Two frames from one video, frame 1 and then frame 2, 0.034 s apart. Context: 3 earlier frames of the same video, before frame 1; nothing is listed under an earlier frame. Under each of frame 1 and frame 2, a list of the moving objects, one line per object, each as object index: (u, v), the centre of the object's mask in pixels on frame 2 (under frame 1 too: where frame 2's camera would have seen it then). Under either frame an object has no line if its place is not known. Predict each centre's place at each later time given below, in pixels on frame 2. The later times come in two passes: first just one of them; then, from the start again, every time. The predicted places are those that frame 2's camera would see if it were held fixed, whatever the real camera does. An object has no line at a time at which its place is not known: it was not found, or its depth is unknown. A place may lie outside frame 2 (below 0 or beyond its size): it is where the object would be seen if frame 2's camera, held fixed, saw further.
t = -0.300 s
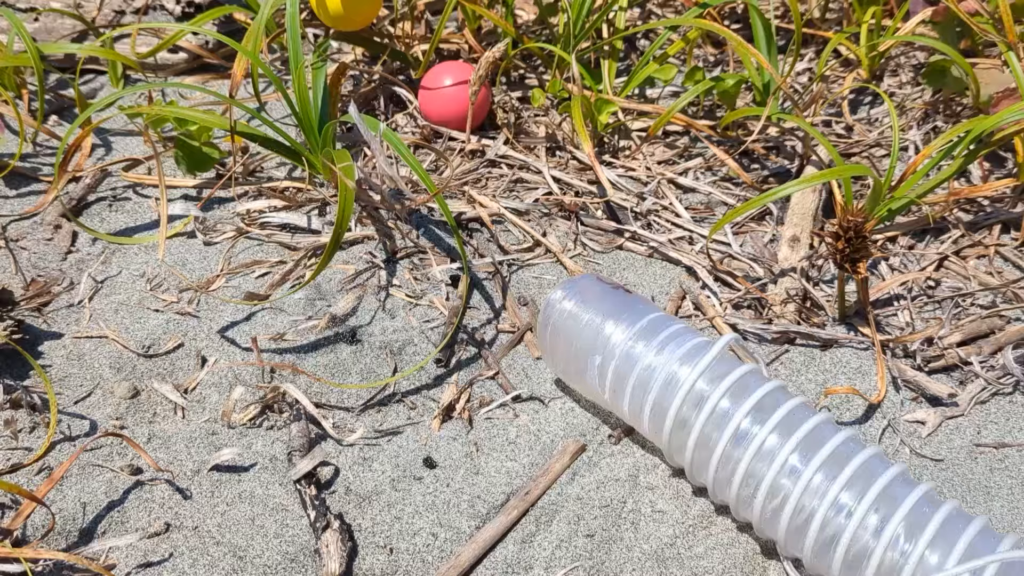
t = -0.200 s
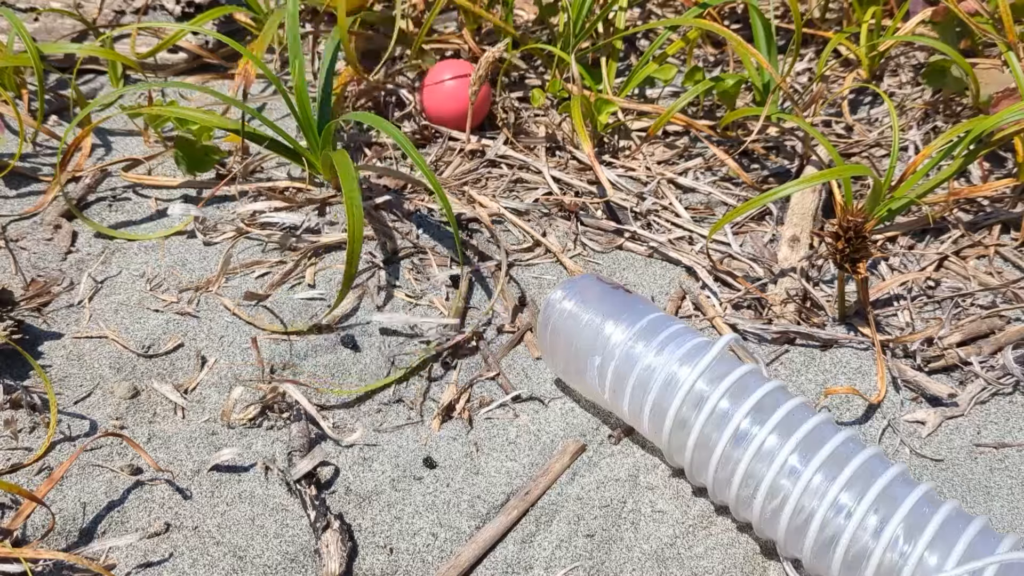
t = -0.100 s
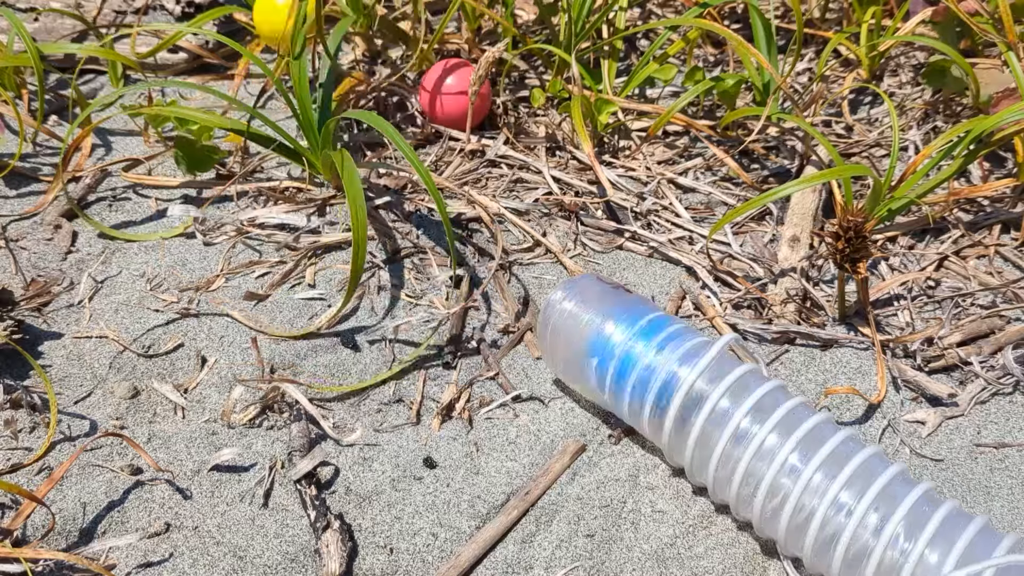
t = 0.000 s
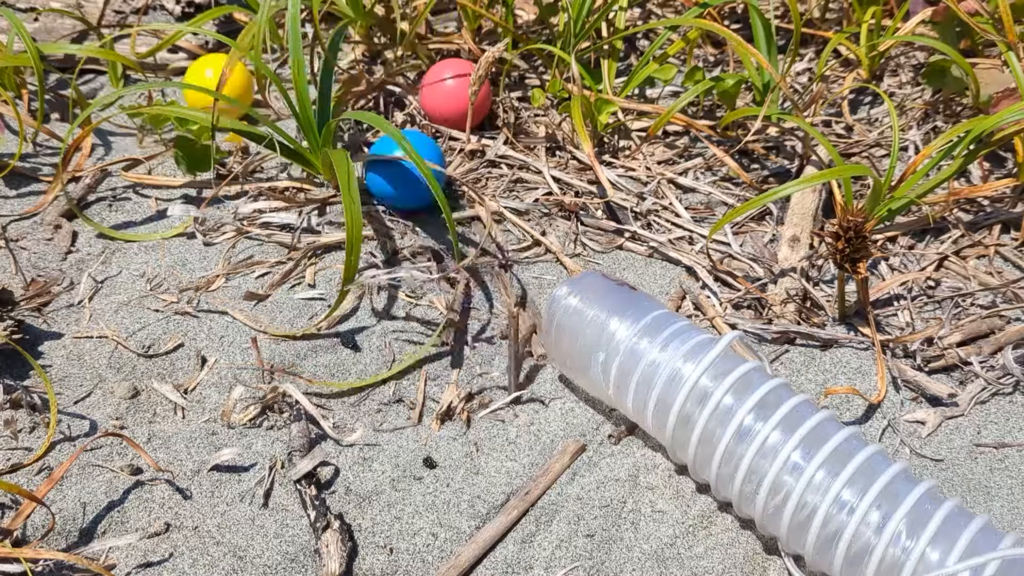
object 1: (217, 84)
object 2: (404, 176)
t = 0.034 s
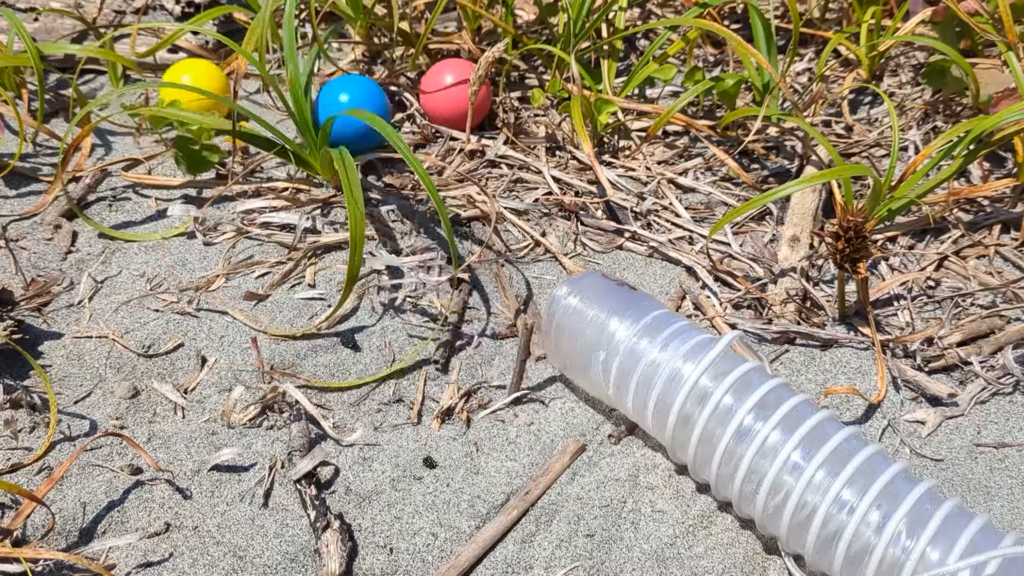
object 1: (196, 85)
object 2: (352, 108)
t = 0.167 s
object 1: (108, 105)
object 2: (250, 18)
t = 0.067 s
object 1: (175, 84)
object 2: (333, 63)
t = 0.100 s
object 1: (150, 92)
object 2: (303, 35)
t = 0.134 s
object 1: (126, 102)
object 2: (287, 26)
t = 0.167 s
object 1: (108, 105)
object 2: (250, 18)
